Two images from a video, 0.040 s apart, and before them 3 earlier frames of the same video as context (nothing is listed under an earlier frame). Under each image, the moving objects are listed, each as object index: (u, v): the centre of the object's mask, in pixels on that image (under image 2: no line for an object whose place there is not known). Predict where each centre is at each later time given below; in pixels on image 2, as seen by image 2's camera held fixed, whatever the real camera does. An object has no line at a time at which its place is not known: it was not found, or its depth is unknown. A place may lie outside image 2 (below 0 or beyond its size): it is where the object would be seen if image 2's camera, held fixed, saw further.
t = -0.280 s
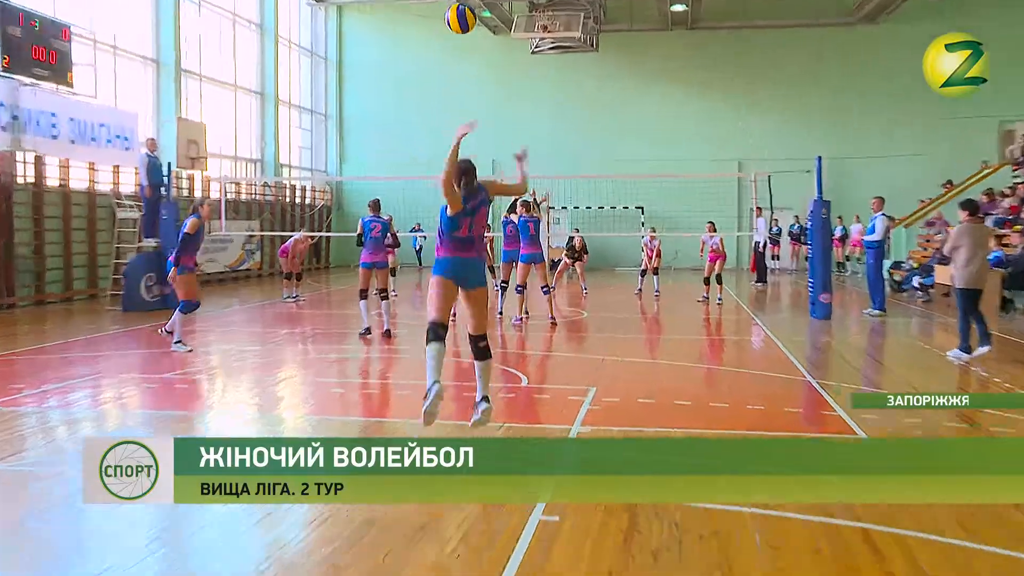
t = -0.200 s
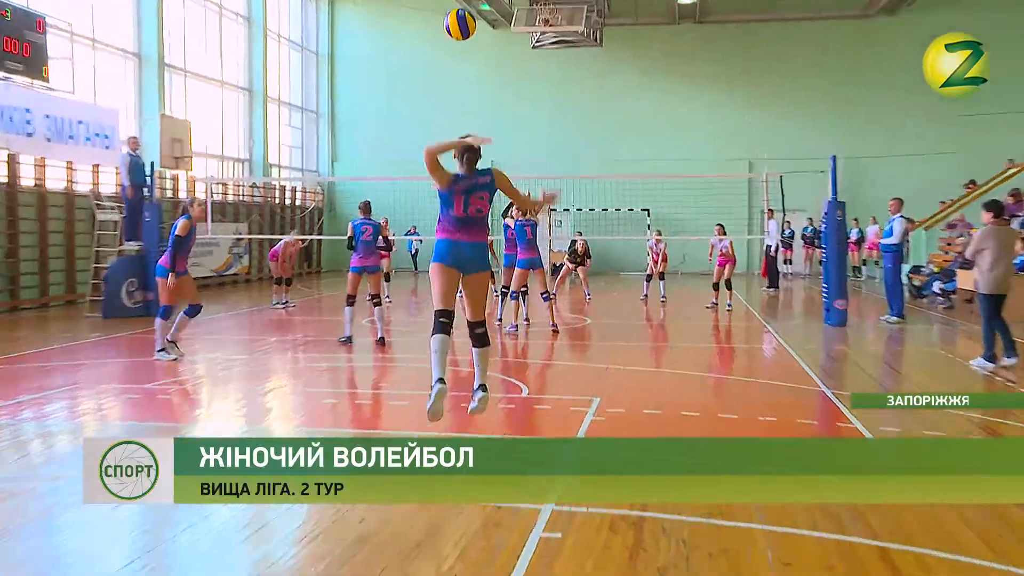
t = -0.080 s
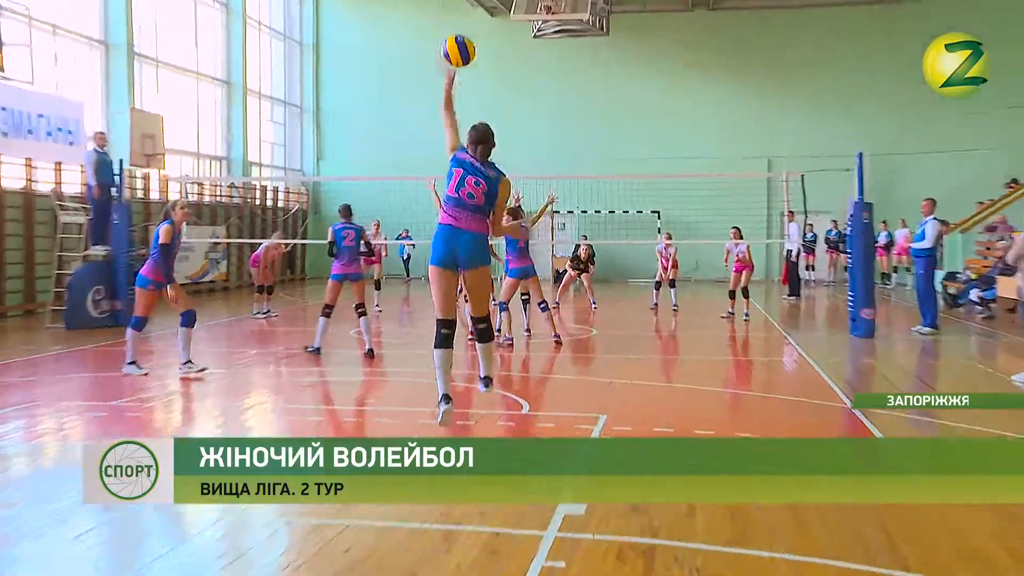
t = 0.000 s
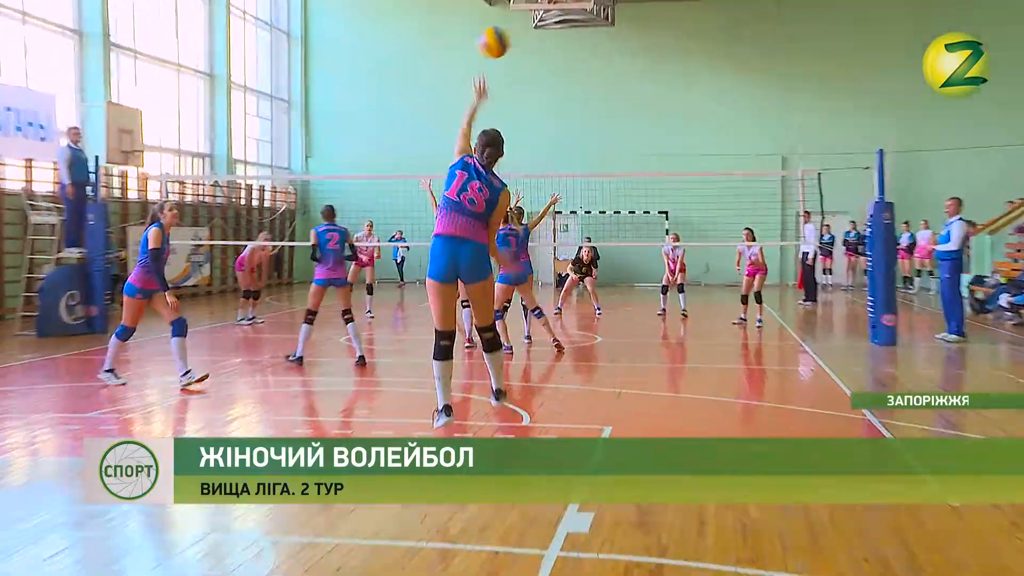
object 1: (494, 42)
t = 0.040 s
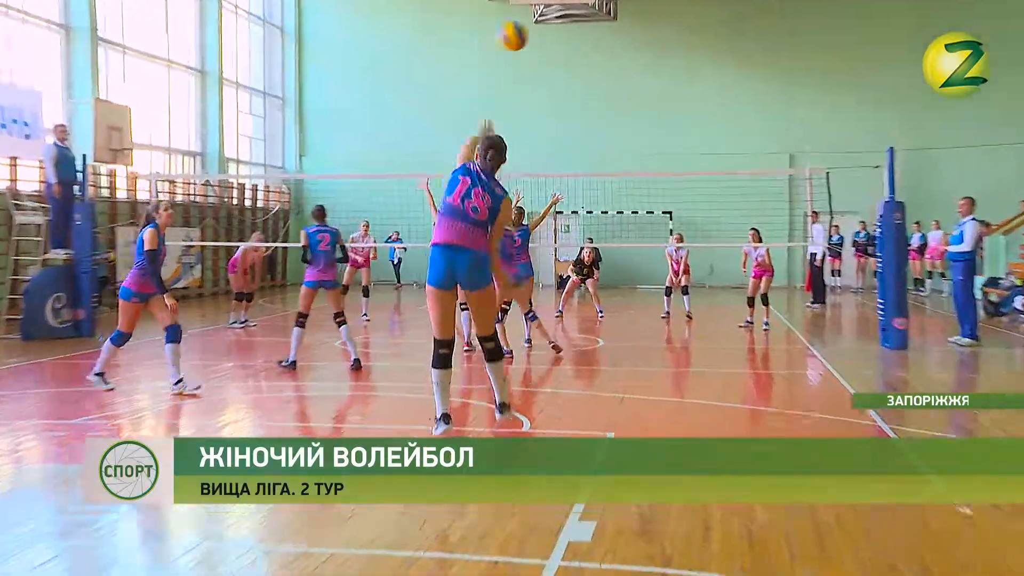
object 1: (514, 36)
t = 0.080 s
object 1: (529, 33)
